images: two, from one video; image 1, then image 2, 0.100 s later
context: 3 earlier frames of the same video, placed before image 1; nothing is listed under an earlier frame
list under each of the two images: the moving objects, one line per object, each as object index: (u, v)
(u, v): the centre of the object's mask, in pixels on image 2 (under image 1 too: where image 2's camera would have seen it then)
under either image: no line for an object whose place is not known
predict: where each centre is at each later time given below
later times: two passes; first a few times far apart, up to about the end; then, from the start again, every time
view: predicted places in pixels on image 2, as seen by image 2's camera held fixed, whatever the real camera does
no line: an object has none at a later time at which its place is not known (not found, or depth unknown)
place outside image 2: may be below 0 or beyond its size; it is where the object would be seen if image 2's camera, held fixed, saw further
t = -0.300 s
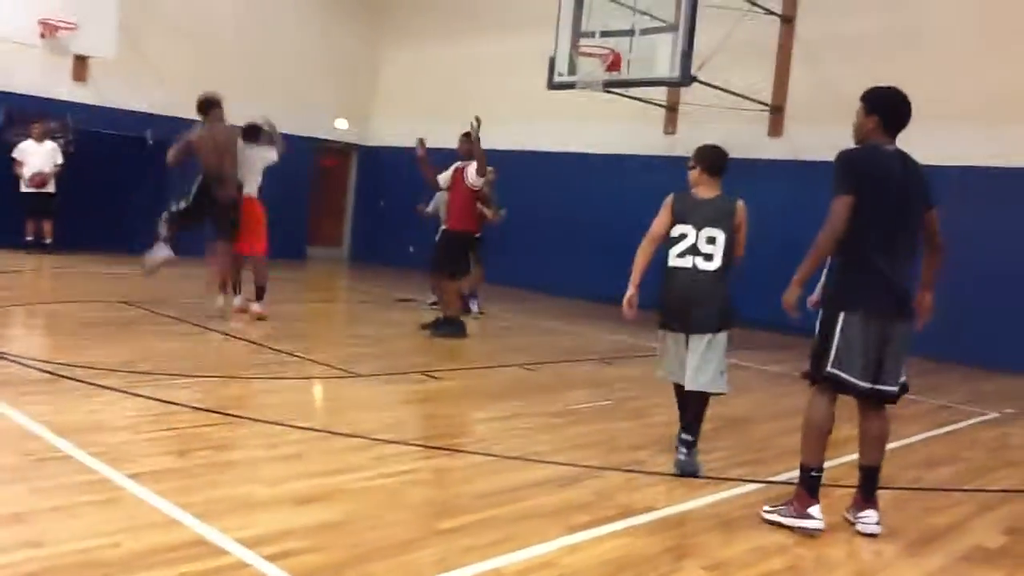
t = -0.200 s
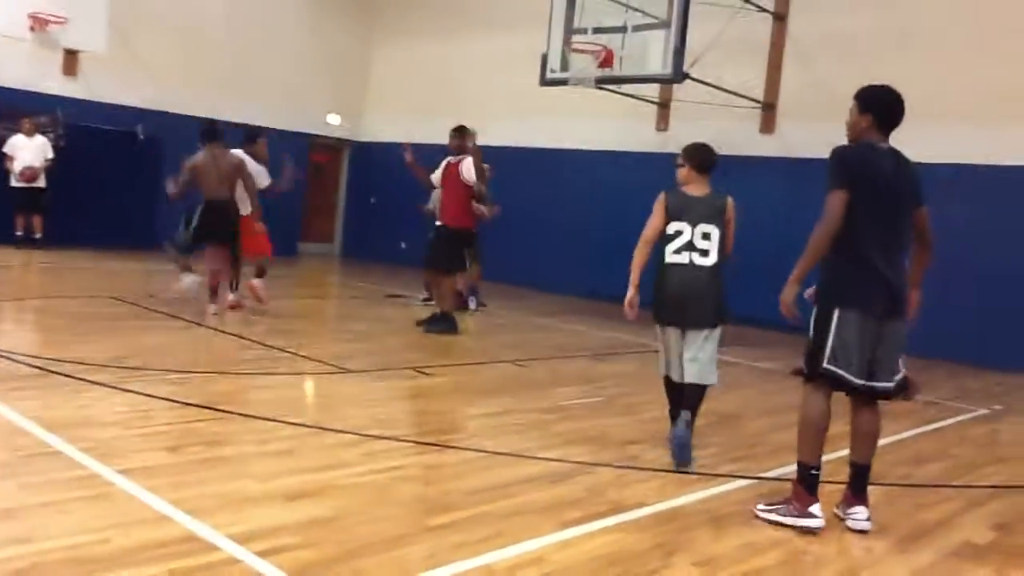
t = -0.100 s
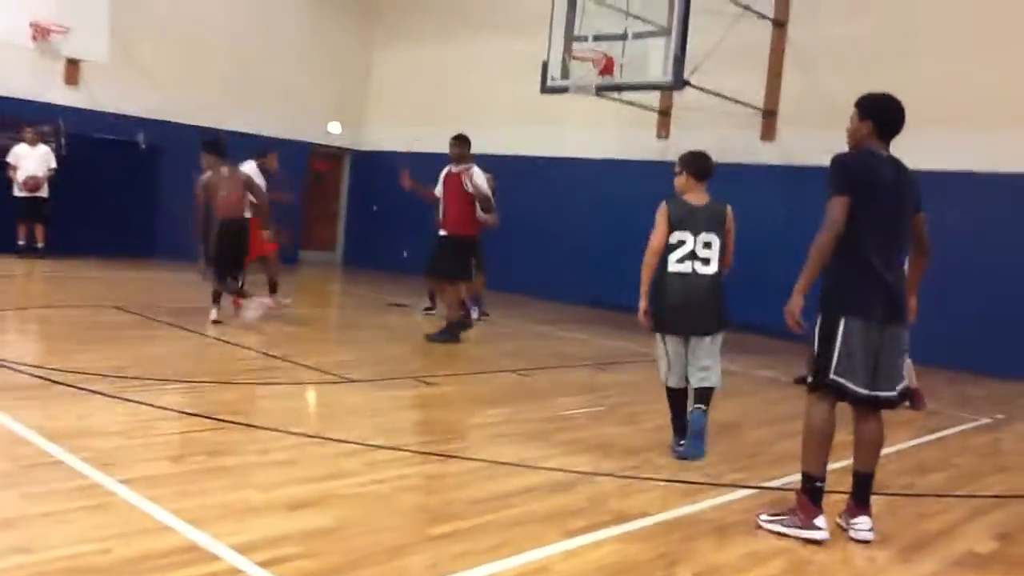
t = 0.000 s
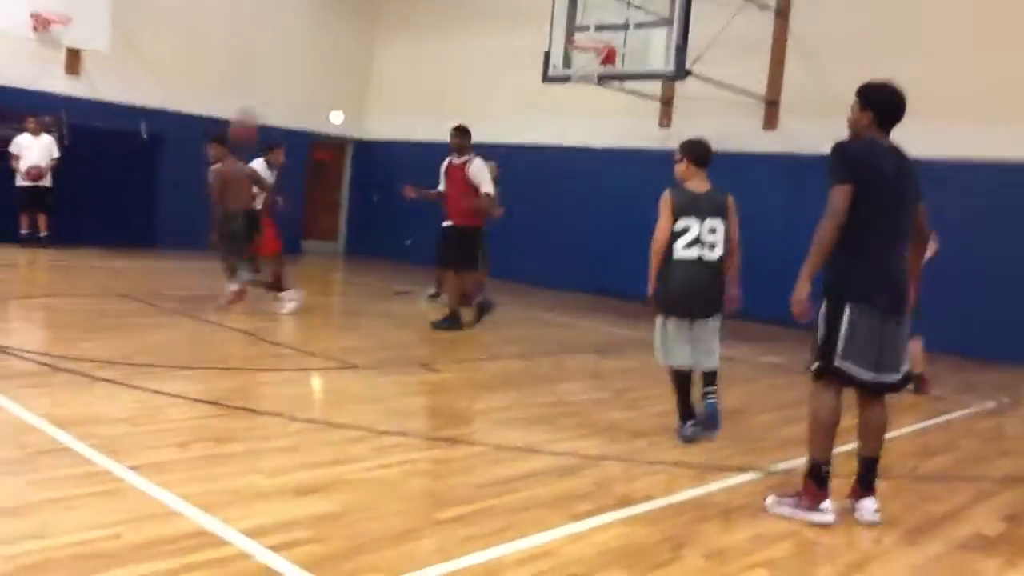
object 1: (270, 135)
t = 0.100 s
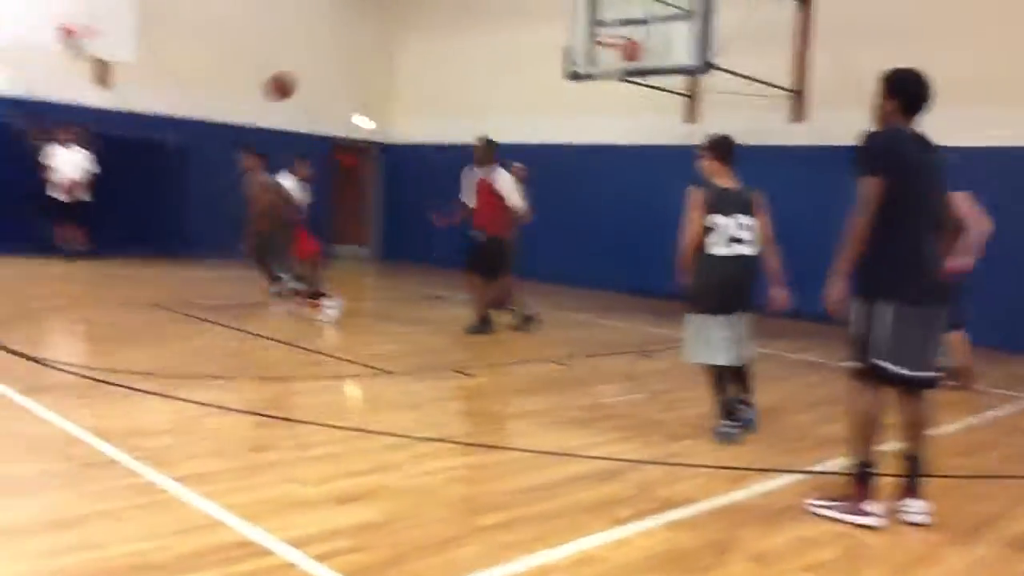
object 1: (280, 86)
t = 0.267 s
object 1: (293, 33)
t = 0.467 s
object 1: (307, 14)
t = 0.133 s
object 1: (282, 73)
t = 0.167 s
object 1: (285, 62)
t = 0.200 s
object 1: (287, 51)
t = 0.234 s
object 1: (290, 41)
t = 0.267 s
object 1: (293, 33)
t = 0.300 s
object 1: (296, 27)
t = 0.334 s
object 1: (299, 21)
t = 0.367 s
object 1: (300, 17)
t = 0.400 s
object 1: (303, 15)
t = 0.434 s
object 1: (305, 13)
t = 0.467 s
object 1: (307, 14)
